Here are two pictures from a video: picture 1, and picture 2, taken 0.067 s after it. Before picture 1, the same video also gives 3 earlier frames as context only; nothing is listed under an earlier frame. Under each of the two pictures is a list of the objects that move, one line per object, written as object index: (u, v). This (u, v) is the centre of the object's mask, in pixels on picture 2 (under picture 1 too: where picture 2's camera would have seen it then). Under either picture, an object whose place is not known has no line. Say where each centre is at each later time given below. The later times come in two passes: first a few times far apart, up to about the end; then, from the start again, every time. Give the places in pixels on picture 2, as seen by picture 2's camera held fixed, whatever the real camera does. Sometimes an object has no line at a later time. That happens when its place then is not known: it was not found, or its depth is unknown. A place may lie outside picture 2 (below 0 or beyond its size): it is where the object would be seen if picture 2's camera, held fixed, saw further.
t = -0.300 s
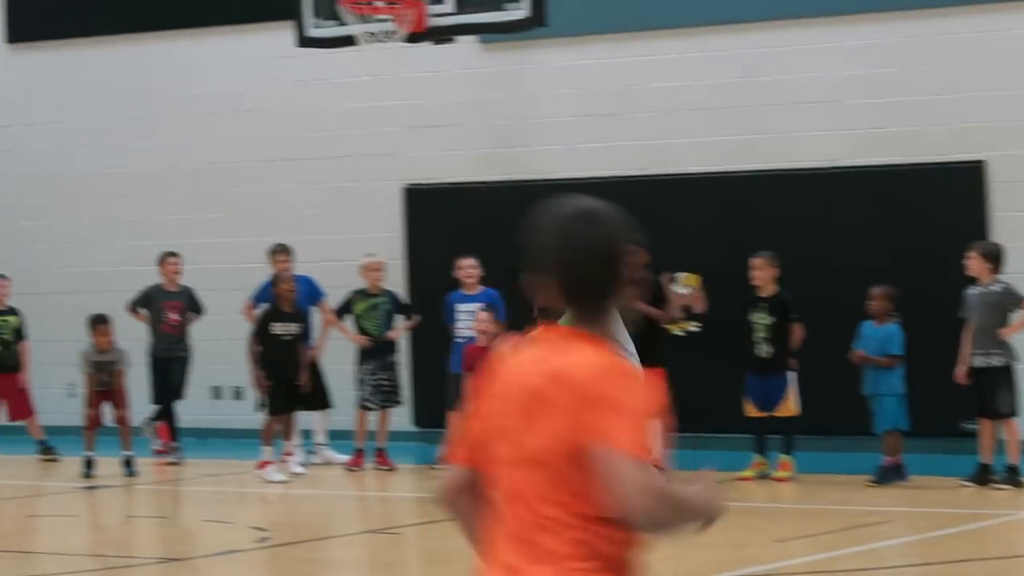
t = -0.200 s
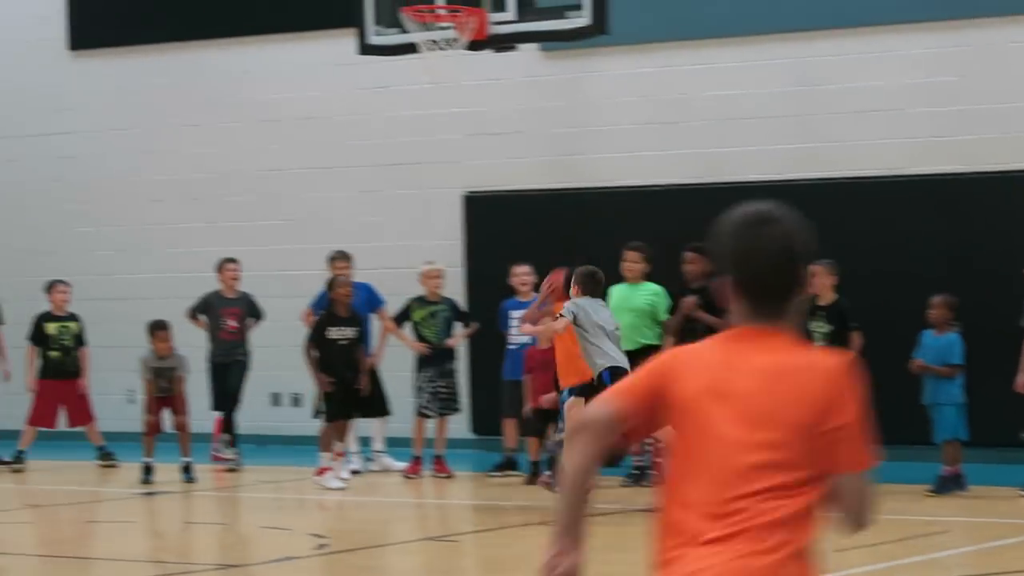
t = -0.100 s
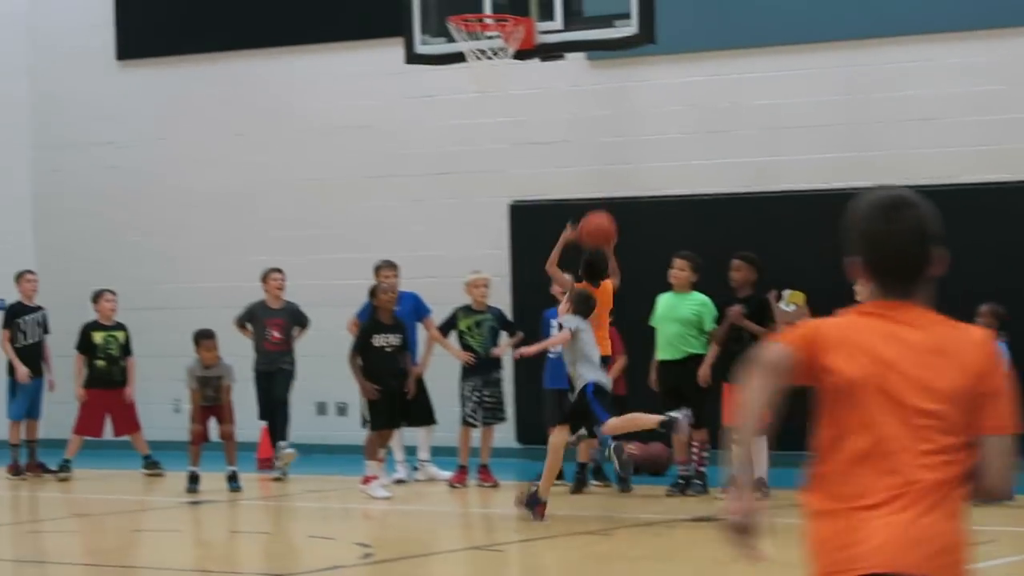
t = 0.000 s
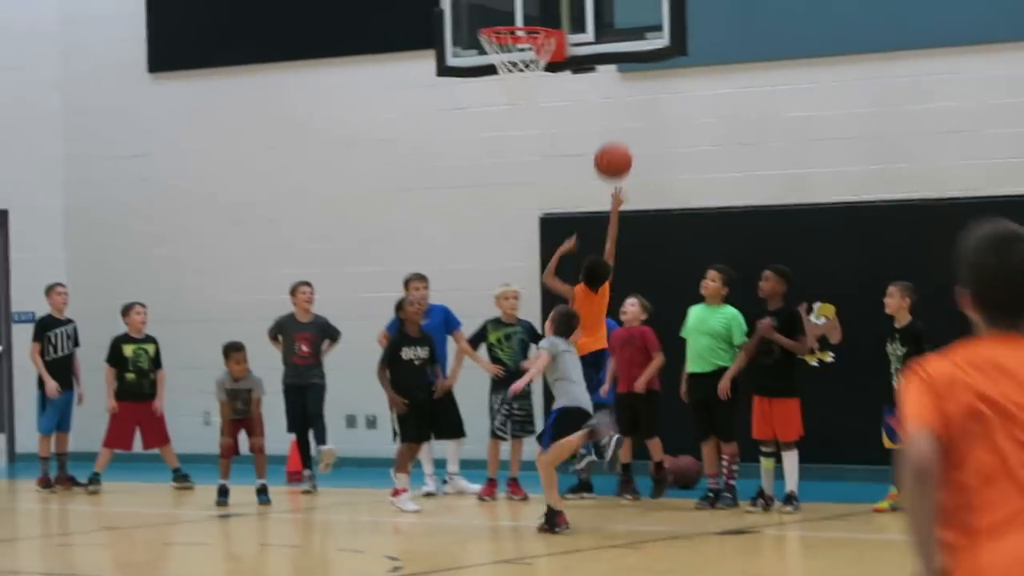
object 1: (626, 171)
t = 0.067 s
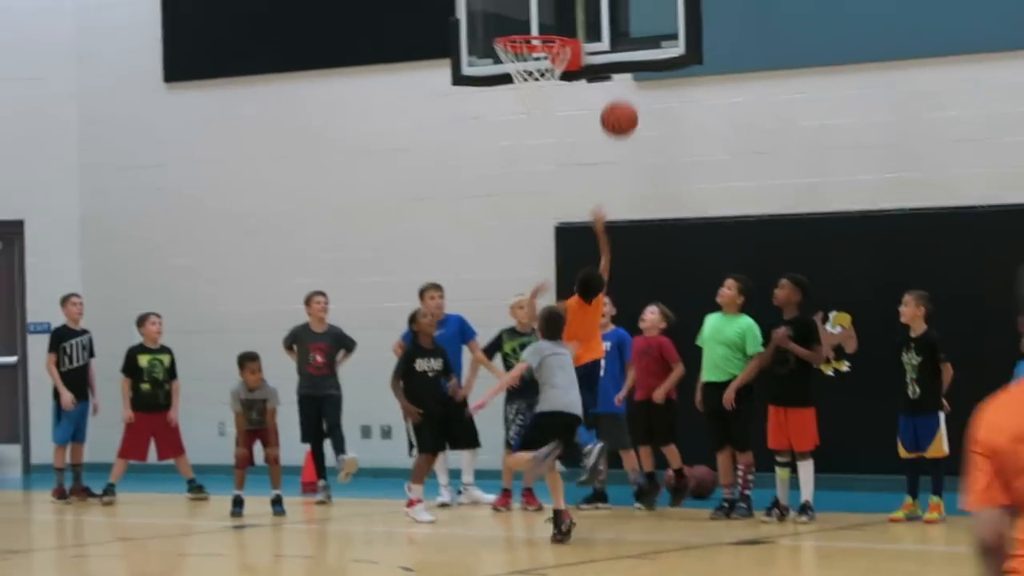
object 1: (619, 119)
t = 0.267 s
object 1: (597, 10)
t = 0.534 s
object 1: (557, -35)
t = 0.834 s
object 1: (502, 12)
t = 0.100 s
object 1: (616, 97)
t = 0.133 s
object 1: (611, 76)
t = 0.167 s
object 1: (608, 57)
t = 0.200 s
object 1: (605, 38)
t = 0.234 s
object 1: (600, 24)
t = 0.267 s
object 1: (597, 10)
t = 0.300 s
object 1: (593, -1)
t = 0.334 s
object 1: (589, -12)
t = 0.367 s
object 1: (585, -20)
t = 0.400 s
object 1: (581, -27)
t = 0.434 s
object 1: (577, -32)
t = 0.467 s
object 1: (571, -35)
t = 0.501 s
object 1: (564, -35)
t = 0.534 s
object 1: (557, -35)
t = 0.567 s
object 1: (550, -31)
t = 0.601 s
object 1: (543, -27)
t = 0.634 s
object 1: (535, -21)
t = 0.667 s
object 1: (528, -12)
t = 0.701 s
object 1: (521, -2)
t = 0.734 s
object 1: (515, 10)
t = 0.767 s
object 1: (508, 21)
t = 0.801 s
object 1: (505, 20)
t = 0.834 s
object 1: (502, 12)
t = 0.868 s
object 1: (499, 5)
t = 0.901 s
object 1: (496, 0)
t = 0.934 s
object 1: (494, -4)
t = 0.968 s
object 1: (491, -5)
